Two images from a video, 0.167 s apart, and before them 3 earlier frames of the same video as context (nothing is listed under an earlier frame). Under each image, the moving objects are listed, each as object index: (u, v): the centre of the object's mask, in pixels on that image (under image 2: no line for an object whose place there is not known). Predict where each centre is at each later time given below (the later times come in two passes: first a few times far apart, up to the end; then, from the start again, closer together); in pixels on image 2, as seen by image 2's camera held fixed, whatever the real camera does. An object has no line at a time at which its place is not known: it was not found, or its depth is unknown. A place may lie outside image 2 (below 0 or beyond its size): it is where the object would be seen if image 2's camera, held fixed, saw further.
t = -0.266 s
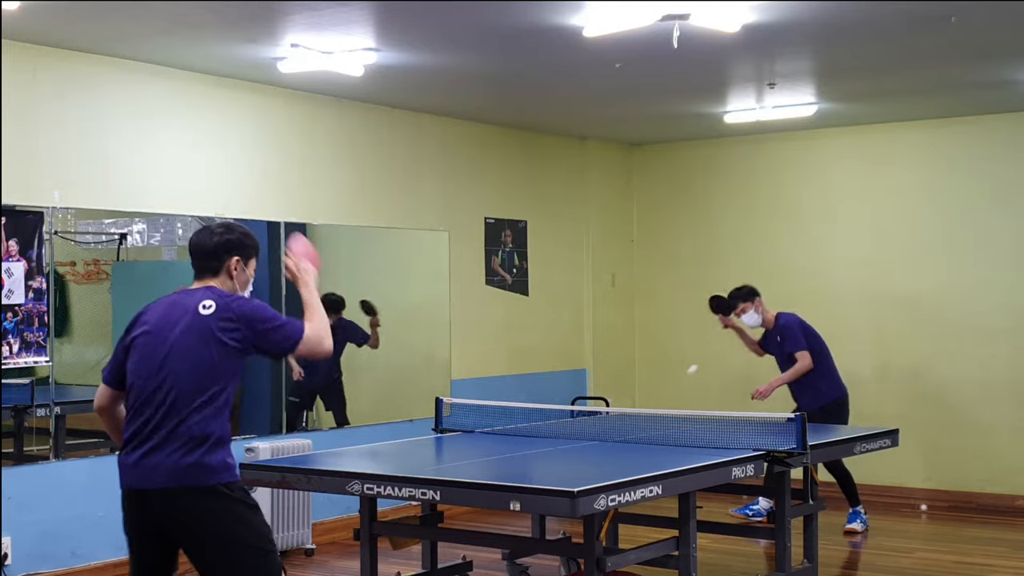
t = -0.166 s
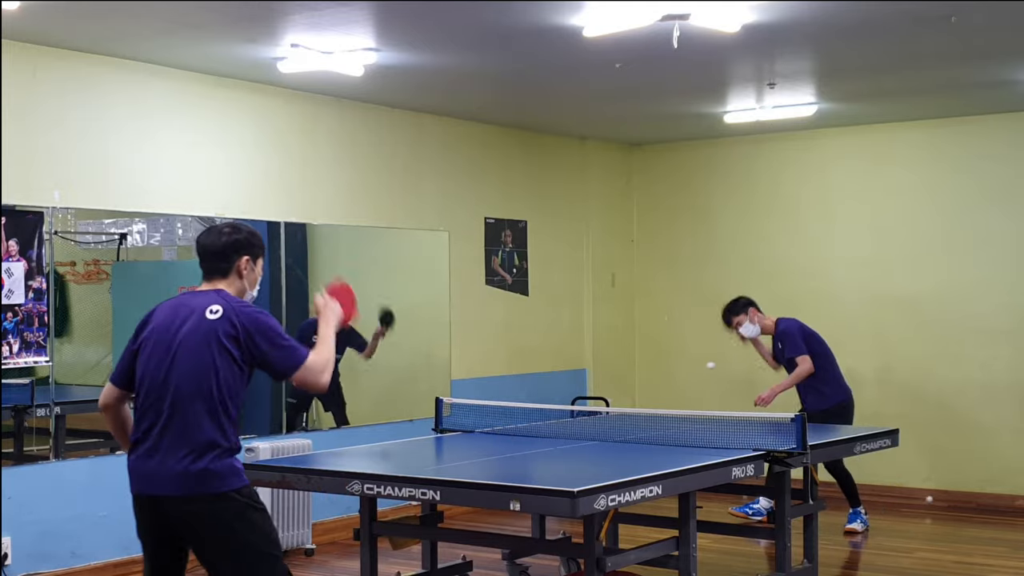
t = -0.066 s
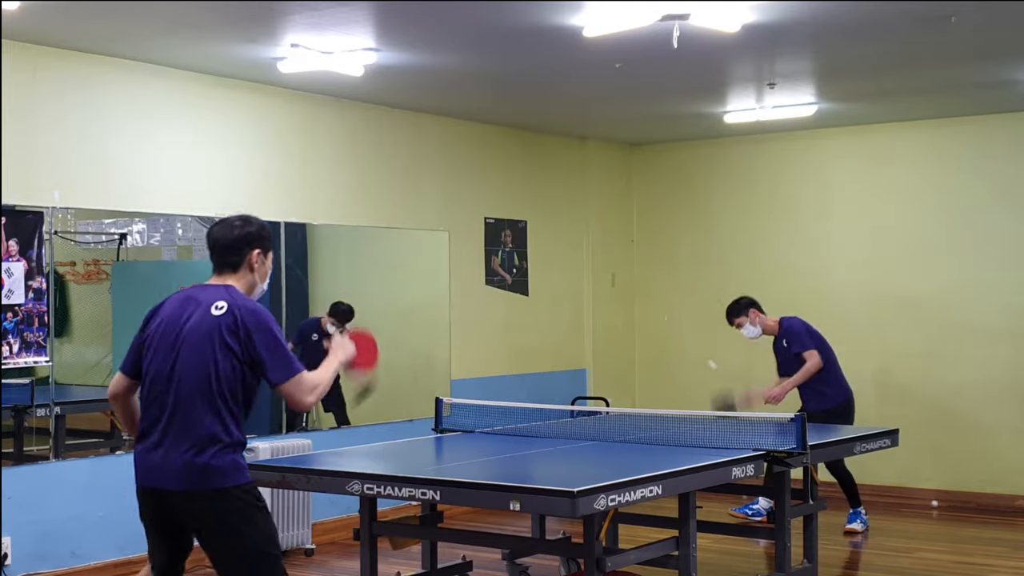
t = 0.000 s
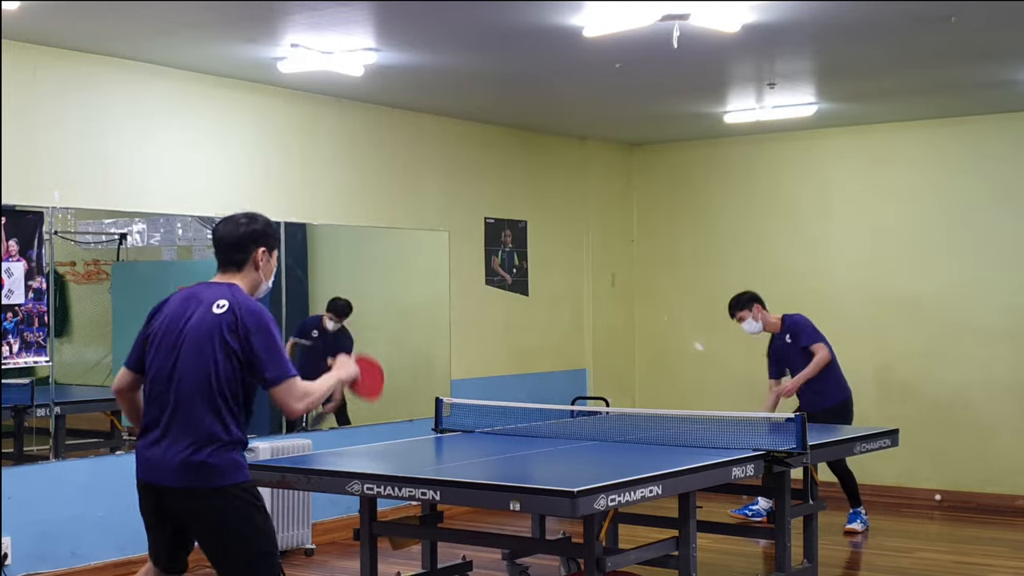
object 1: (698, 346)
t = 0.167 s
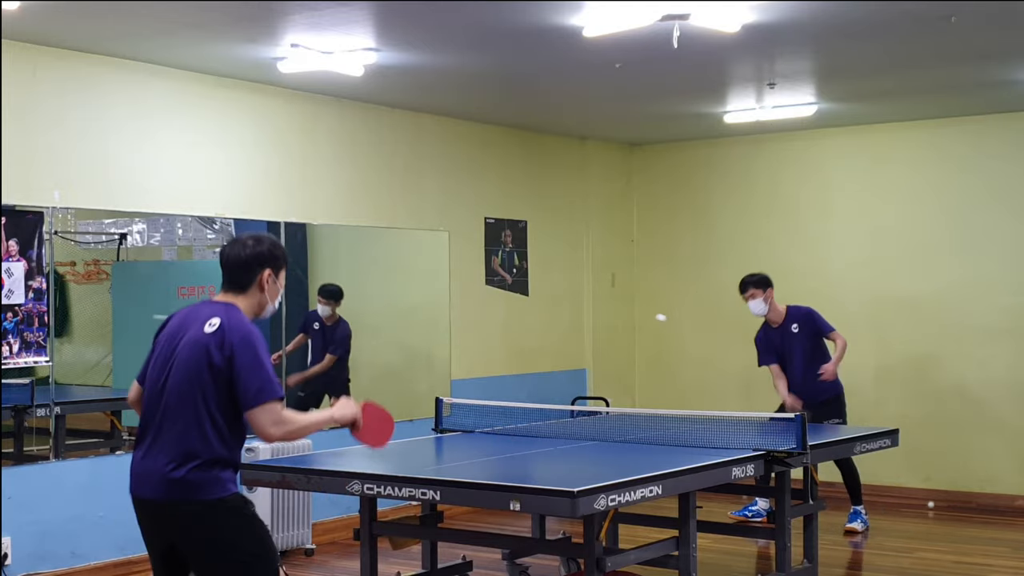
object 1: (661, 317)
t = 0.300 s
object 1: (627, 317)
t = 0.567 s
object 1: (543, 403)
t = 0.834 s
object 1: (442, 392)
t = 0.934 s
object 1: (402, 394)
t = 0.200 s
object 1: (652, 315)
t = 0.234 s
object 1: (644, 314)
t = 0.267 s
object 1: (636, 315)
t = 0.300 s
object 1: (627, 317)
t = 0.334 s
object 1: (617, 321)
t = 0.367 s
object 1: (608, 326)
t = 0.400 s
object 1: (598, 333)
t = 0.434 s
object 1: (588, 343)
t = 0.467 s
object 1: (578, 355)
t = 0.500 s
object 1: (566, 369)
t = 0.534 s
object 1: (555, 385)
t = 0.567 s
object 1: (543, 403)
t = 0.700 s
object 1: (493, 427)
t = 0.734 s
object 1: (481, 414)
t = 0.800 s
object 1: (456, 396)
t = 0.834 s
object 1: (442, 392)
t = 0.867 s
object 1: (430, 390)
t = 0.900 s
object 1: (416, 390)
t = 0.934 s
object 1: (402, 394)
